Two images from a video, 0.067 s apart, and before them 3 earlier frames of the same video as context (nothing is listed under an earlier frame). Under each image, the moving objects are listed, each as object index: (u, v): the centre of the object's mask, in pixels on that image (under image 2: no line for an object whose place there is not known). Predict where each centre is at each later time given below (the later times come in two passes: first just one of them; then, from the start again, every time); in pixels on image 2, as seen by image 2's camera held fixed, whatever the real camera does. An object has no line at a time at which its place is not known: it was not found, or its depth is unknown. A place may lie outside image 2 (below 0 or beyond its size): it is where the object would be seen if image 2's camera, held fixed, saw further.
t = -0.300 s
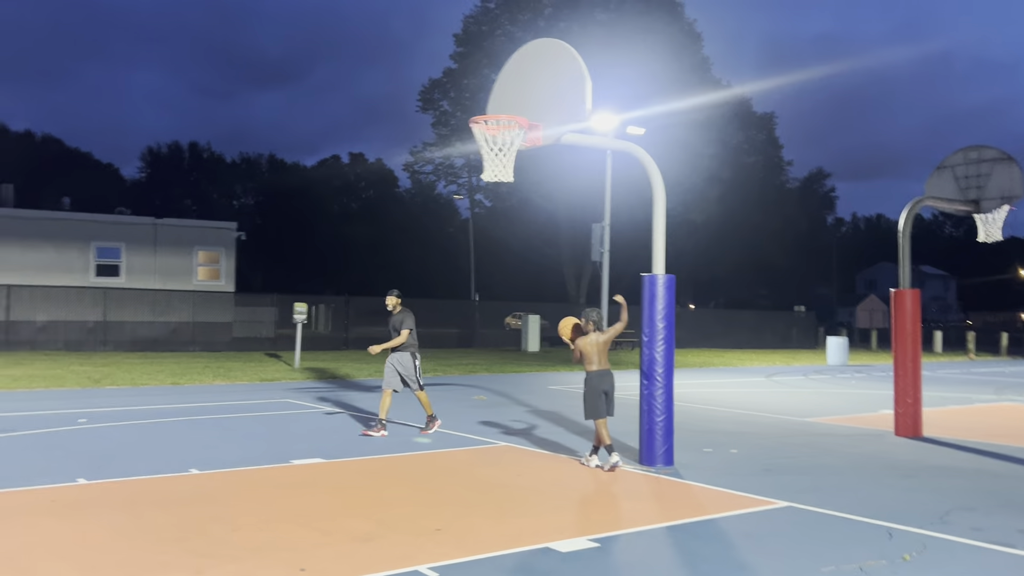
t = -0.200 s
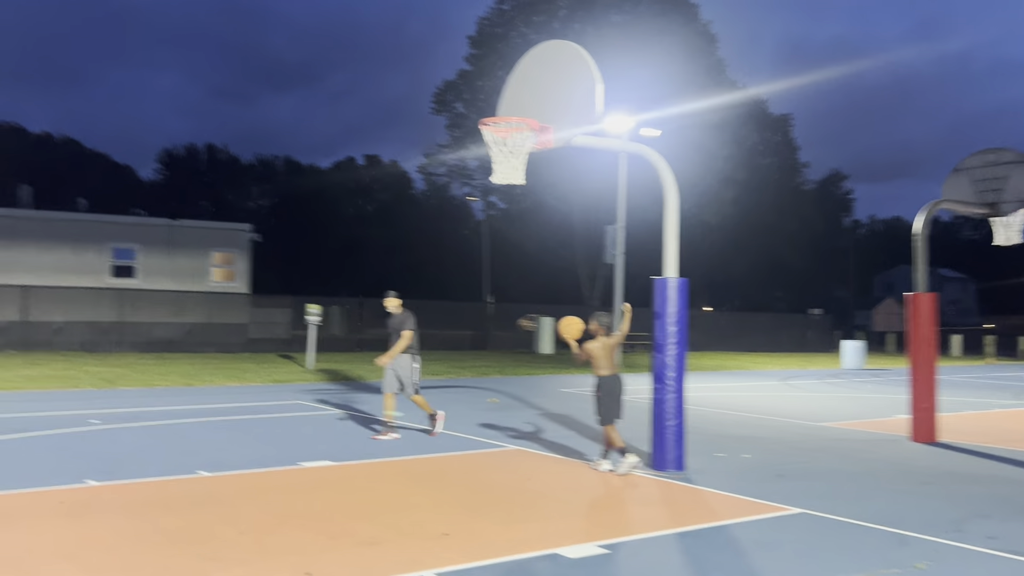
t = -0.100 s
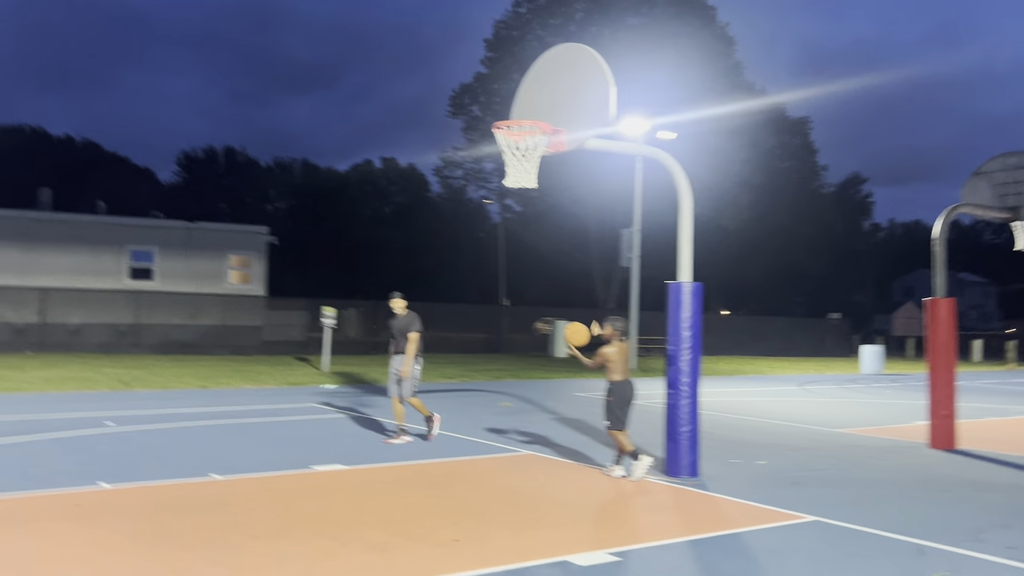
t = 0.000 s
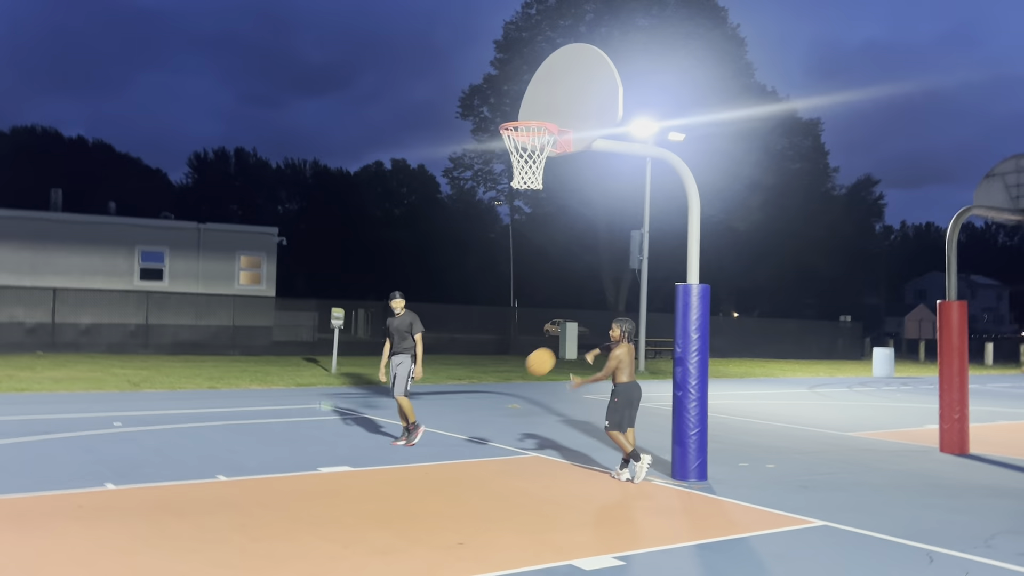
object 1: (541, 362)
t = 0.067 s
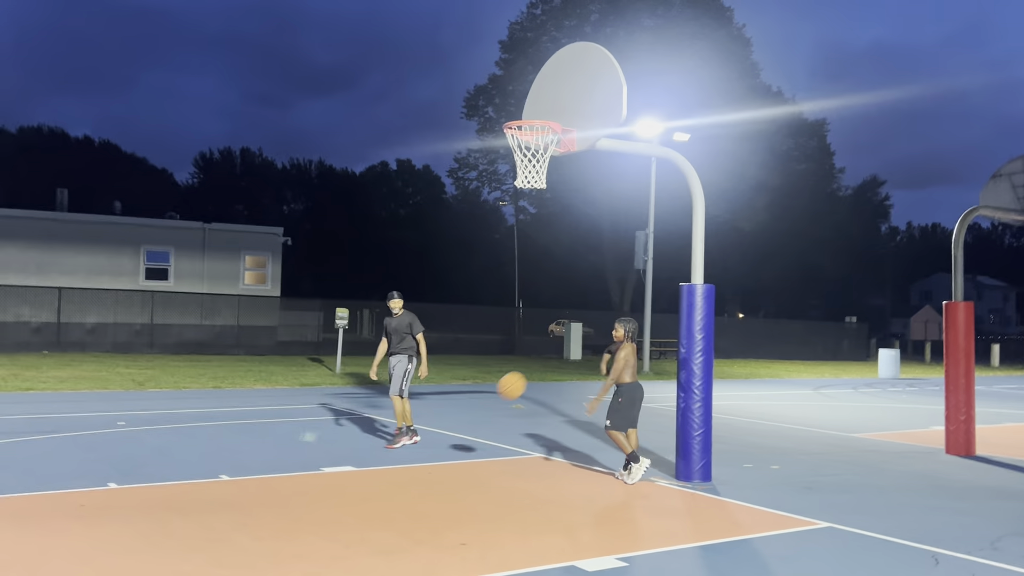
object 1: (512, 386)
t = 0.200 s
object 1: (444, 449)
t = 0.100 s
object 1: (495, 399)
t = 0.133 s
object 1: (478, 415)
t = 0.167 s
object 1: (462, 431)
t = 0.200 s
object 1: (444, 449)
